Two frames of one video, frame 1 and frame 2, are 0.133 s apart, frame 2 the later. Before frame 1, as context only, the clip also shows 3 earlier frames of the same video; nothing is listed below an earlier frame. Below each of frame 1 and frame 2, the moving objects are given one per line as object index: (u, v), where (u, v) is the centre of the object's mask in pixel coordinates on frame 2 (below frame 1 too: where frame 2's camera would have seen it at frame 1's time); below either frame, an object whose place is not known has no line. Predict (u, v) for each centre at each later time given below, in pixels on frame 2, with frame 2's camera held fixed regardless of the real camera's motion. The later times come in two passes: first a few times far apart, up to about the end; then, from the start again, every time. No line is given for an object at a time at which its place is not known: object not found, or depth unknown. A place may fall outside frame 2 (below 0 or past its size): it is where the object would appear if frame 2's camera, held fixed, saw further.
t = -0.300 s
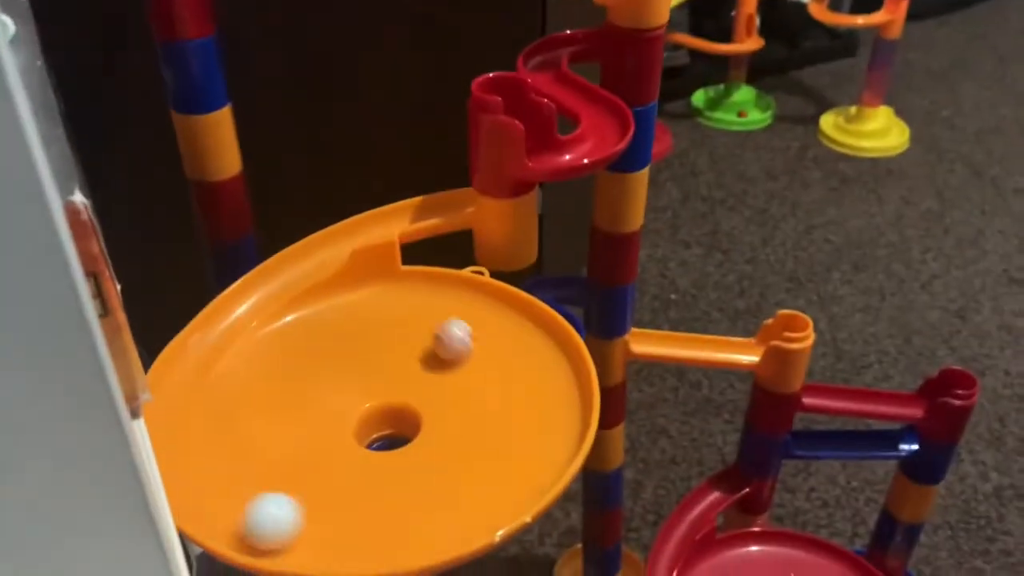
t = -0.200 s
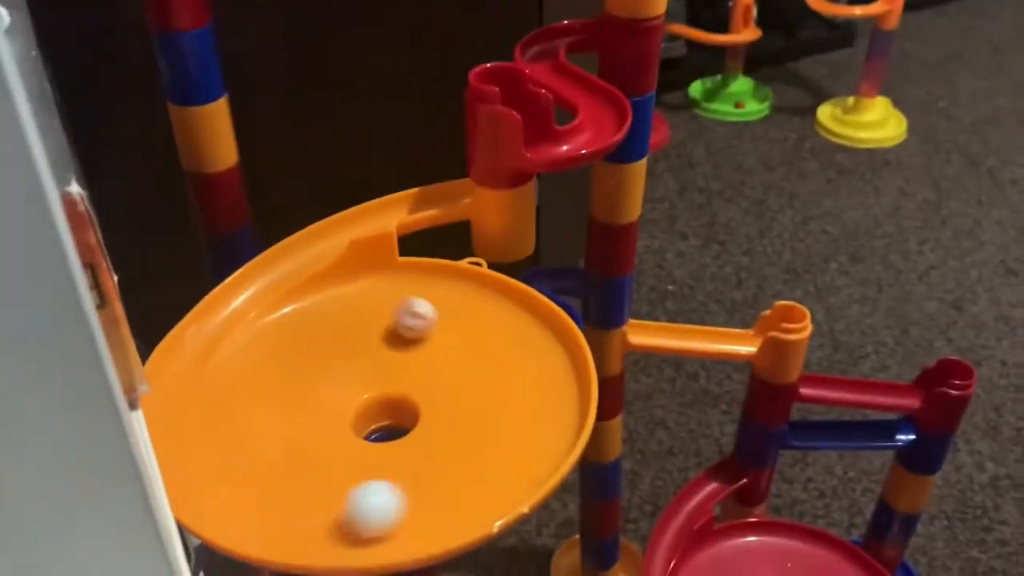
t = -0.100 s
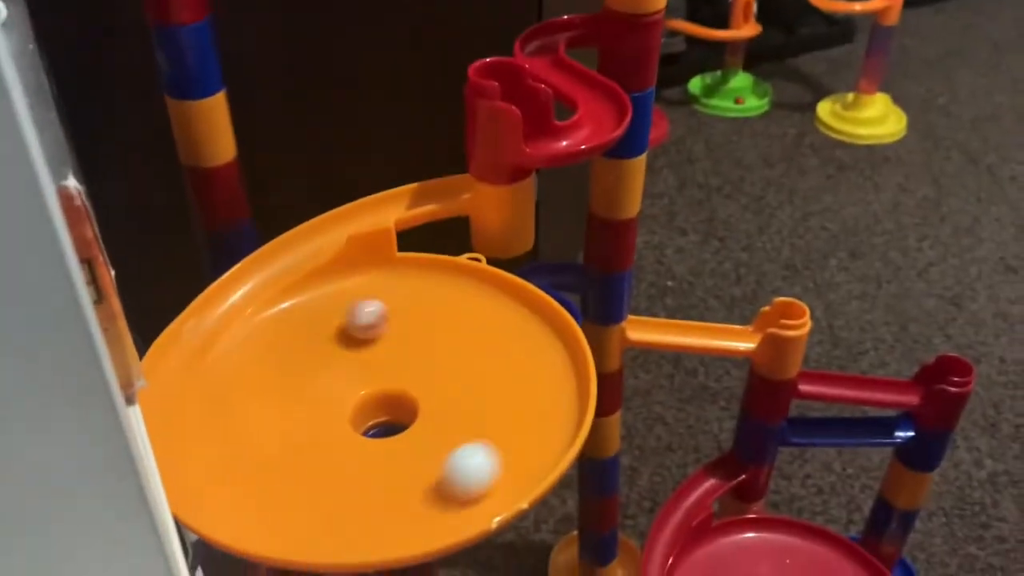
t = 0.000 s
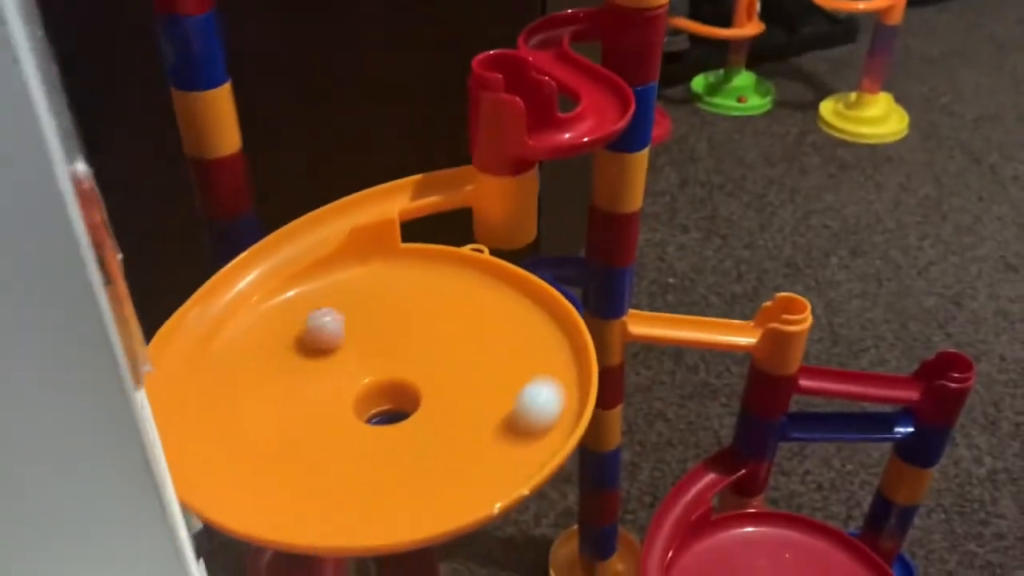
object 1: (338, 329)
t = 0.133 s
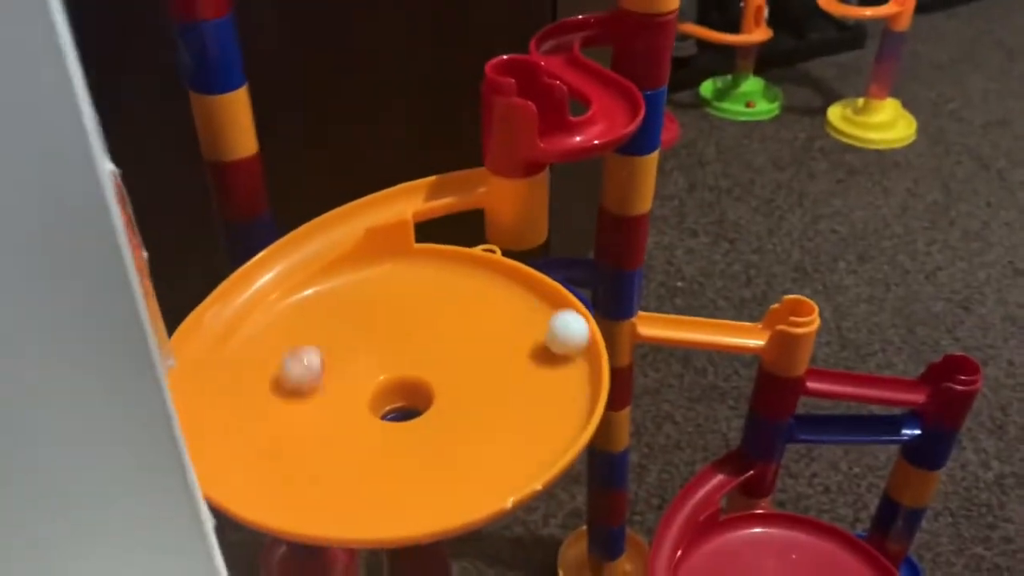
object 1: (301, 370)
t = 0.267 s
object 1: (312, 413)
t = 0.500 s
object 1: (434, 410)
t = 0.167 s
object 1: (298, 383)
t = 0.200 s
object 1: (300, 393)
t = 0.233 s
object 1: (305, 404)
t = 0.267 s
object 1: (312, 413)
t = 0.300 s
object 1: (325, 421)
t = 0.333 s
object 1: (339, 425)
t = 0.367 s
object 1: (359, 428)
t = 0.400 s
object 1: (378, 428)
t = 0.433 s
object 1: (399, 424)
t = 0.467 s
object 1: (418, 418)
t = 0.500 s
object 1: (434, 410)
